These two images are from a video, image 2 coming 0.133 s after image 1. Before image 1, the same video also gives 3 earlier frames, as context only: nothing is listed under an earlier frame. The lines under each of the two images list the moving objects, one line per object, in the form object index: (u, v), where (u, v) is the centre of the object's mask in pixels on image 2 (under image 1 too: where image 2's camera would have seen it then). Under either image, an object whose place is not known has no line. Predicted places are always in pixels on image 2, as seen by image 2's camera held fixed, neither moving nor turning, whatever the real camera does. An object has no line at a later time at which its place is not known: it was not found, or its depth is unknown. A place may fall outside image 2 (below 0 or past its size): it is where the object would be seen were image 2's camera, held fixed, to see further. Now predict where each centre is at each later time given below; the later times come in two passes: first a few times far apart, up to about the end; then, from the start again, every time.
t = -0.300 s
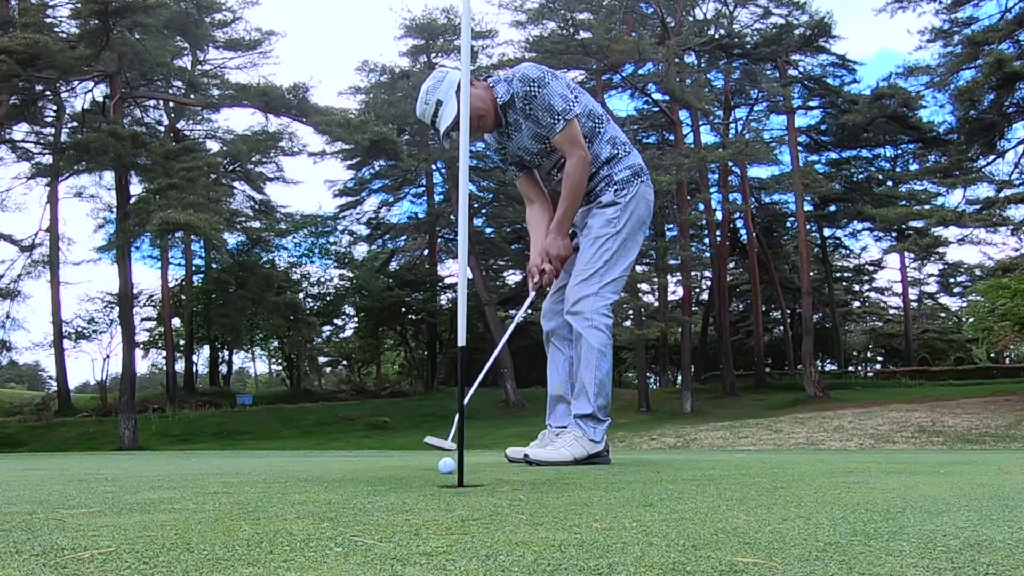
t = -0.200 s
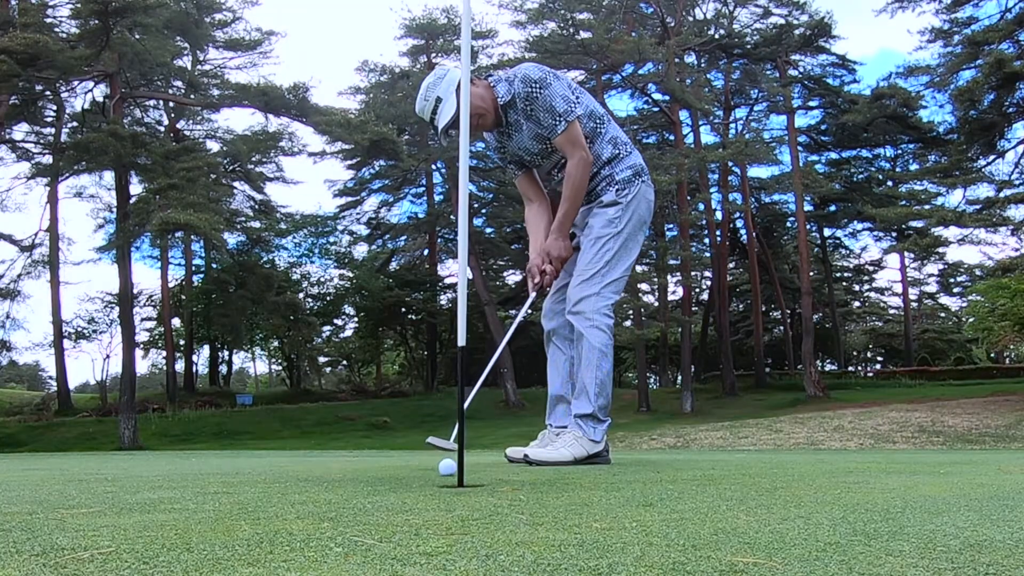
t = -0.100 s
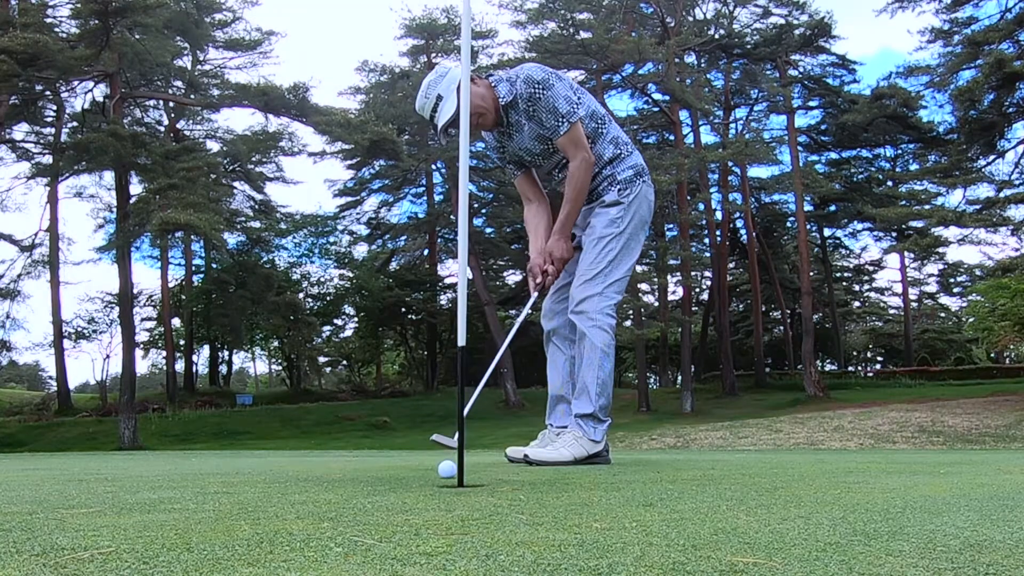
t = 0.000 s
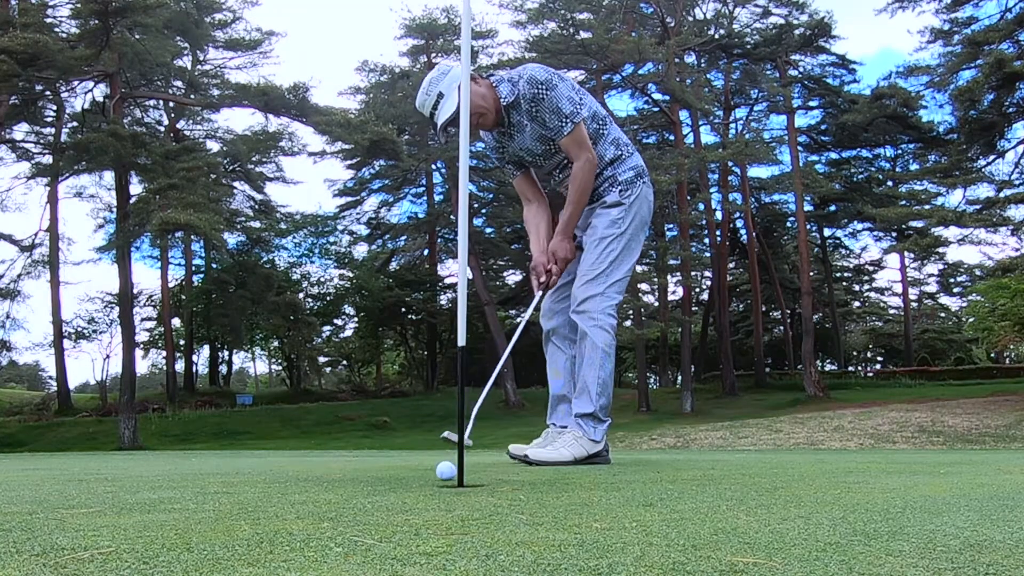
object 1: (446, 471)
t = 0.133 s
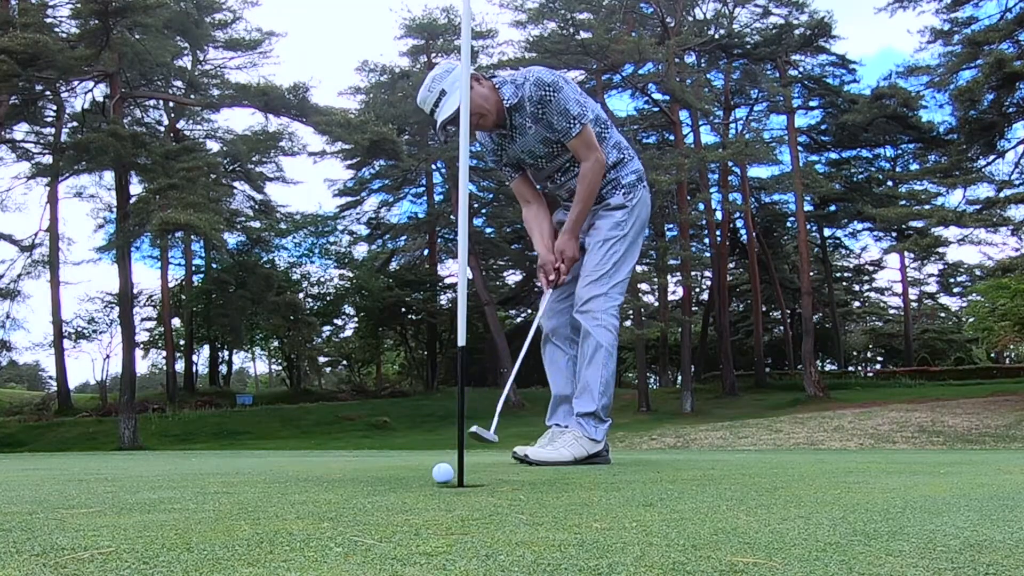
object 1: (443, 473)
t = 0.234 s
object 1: (441, 479)
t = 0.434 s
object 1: (486, 477)
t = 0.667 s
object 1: (529, 478)
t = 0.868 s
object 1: (548, 480)
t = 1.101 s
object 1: (554, 480)
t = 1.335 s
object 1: (553, 481)
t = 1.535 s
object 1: (551, 481)
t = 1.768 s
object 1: (551, 481)
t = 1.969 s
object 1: (551, 481)
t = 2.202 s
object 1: (551, 481)
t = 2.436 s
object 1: (551, 482)
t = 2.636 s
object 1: (551, 481)
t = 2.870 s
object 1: (551, 482)
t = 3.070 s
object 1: (551, 481)
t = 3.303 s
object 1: (551, 481)
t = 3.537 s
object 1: (551, 481)
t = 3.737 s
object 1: (551, 481)
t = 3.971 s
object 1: (551, 481)
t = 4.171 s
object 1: (551, 481)
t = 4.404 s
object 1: (551, 481)
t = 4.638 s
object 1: (551, 481)
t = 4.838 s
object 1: (551, 481)
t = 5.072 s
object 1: (551, 481)
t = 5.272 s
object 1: (551, 481)
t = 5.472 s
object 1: (551, 481)
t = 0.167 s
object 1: (442, 474)
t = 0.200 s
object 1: (441, 476)
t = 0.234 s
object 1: (441, 479)
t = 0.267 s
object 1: (445, 480)
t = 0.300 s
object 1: (452, 479)
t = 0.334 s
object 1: (461, 477)
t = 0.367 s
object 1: (470, 476)
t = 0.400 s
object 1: (478, 477)
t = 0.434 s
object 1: (486, 477)
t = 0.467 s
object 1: (493, 477)
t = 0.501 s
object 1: (500, 477)
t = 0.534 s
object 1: (507, 477)
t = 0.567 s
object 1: (513, 477)
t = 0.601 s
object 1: (519, 477)
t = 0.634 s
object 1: (524, 478)
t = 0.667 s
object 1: (529, 478)
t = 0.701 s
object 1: (533, 479)
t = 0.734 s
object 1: (537, 479)
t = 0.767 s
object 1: (541, 479)
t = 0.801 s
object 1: (543, 479)
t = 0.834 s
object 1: (546, 479)
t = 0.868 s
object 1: (548, 480)
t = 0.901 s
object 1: (550, 480)
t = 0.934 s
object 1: (551, 480)
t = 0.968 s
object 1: (552, 480)
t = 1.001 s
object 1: (553, 480)
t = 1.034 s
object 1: (554, 480)
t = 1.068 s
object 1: (554, 480)
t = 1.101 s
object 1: (554, 480)
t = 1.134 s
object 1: (554, 480)
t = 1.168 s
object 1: (554, 480)
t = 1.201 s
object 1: (554, 480)
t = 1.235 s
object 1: (554, 480)
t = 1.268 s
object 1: (554, 480)
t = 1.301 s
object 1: (553, 481)
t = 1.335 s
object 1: (553, 481)
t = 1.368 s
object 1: (553, 481)
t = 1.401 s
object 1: (552, 481)
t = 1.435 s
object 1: (552, 482)
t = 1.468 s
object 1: (551, 482)
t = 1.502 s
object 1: (551, 481)
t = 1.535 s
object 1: (551, 481)
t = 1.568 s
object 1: (551, 482)
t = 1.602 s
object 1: (551, 481)
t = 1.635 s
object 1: (551, 481)
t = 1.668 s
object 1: (551, 481)
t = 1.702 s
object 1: (551, 482)
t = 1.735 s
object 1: (551, 481)
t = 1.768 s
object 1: (551, 481)
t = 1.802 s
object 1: (551, 482)
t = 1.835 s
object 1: (551, 482)
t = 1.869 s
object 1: (551, 482)
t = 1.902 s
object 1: (551, 481)
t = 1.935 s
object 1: (551, 481)
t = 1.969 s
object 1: (551, 481)
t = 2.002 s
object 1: (551, 481)
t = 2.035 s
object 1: (551, 481)
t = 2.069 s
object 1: (551, 482)
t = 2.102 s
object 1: (551, 482)
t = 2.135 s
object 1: (551, 481)
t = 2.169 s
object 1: (551, 482)
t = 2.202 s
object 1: (551, 481)
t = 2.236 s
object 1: (551, 481)
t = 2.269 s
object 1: (551, 482)
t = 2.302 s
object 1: (551, 482)
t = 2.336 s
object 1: (551, 482)
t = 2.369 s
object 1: (551, 482)
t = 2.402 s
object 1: (551, 482)
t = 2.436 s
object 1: (551, 482)
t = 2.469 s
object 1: (551, 482)
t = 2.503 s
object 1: (551, 481)
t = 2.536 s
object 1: (551, 481)
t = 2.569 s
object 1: (551, 481)
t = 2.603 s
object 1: (551, 481)
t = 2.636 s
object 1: (551, 481)
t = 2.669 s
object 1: (551, 481)
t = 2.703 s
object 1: (551, 481)
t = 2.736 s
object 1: (551, 482)
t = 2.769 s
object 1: (551, 482)
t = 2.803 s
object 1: (551, 481)
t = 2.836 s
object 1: (551, 481)
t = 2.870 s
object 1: (551, 482)
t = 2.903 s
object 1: (551, 481)
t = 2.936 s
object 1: (551, 481)
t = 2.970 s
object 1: (551, 481)
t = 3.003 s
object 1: (551, 481)
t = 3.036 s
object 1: (551, 481)
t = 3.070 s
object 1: (551, 481)
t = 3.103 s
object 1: (551, 481)
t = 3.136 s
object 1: (551, 481)
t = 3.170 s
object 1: (551, 481)
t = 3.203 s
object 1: (551, 481)
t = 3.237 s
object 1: (551, 481)
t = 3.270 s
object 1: (551, 481)
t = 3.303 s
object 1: (551, 481)
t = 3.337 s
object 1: (551, 481)
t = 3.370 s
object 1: (551, 481)
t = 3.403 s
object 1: (551, 481)
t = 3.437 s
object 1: (551, 481)
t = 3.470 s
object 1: (551, 481)
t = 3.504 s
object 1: (551, 481)
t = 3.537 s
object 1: (551, 481)
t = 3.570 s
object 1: (551, 481)
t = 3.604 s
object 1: (551, 481)
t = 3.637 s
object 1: (551, 481)
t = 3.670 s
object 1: (551, 481)
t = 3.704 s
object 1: (551, 481)
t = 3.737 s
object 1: (551, 481)
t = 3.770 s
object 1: (551, 481)
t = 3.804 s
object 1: (551, 481)
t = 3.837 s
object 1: (551, 481)
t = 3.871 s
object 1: (551, 481)
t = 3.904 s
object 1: (551, 482)
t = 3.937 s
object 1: (551, 481)
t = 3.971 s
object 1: (551, 481)
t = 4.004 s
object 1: (551, 481)
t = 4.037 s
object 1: (551, 482)
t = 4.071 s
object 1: (551, 482)
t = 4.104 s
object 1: (551, 481)
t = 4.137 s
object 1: (551, 481)
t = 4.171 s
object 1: (551, 481)
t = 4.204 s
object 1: (551, 481)
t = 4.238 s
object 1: (551, 481)
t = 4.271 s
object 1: (551, 481)
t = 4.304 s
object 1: (551, 482)
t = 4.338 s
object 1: (551, 481)
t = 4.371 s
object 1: (551, 481)
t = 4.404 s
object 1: (551, 481)
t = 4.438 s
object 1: (551, 481)
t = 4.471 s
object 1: (551, 481)
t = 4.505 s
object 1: (551, 481)
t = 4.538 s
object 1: (551, 481)
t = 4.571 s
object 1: (551, 481)
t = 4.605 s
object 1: (551, 481)
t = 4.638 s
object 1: (551, 481)
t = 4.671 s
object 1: (551, 481)
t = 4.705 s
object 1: (551, 481)
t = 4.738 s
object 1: (551, 481)
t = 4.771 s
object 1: (551, 481)
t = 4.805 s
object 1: (551, 481)
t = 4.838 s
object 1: (551, 481)
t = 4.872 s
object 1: (551, 481)
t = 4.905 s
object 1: (551, 481)
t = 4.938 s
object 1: (551, 481)
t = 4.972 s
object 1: (551, 482)
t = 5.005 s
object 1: (551, 481)
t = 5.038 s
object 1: (551, 481)
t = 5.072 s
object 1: (551, 481)
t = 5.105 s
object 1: (551, 481)
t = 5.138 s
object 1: (551, 482)
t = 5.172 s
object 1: (551, 481)
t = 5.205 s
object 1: (551, 481)
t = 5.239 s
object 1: (551, 481)
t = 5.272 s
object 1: (551, 481)
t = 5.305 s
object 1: (551, 481)
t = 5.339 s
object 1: (551, 481)
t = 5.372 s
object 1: (551, 481)
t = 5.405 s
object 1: (551, 481)
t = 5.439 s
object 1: (551, 481)
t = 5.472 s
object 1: (551, 481)
